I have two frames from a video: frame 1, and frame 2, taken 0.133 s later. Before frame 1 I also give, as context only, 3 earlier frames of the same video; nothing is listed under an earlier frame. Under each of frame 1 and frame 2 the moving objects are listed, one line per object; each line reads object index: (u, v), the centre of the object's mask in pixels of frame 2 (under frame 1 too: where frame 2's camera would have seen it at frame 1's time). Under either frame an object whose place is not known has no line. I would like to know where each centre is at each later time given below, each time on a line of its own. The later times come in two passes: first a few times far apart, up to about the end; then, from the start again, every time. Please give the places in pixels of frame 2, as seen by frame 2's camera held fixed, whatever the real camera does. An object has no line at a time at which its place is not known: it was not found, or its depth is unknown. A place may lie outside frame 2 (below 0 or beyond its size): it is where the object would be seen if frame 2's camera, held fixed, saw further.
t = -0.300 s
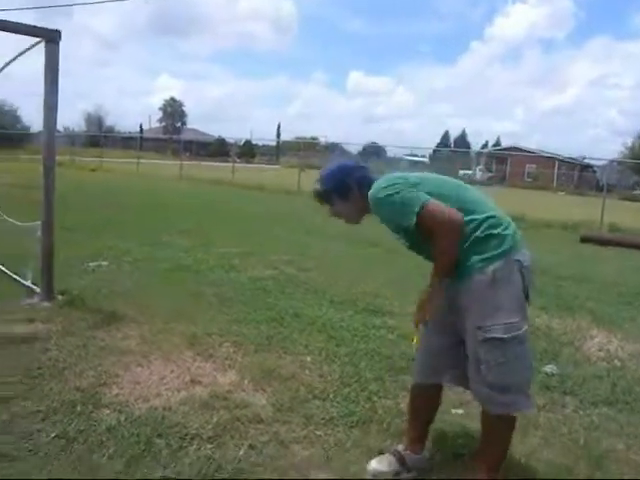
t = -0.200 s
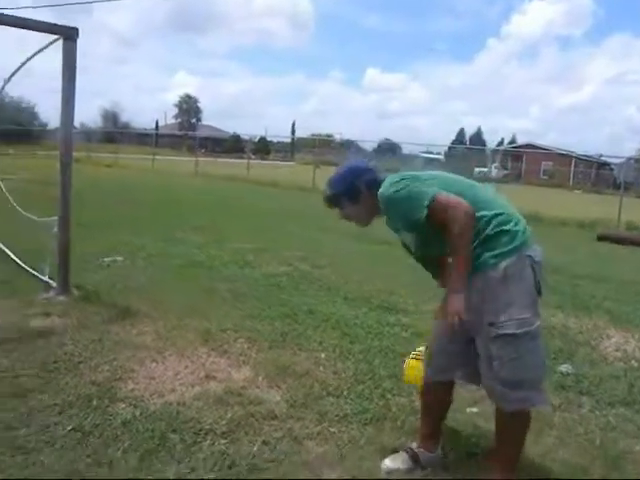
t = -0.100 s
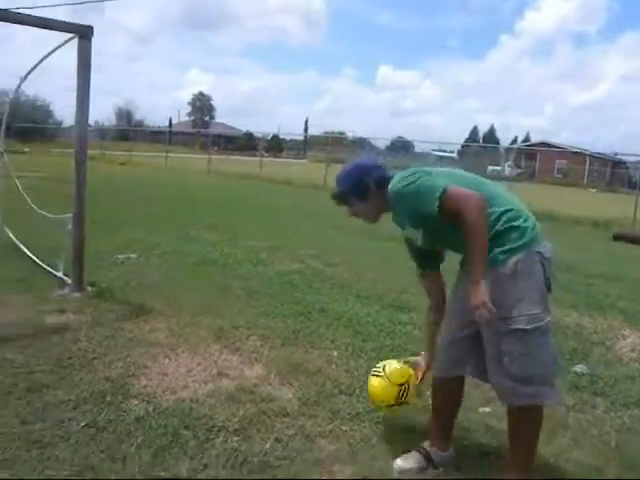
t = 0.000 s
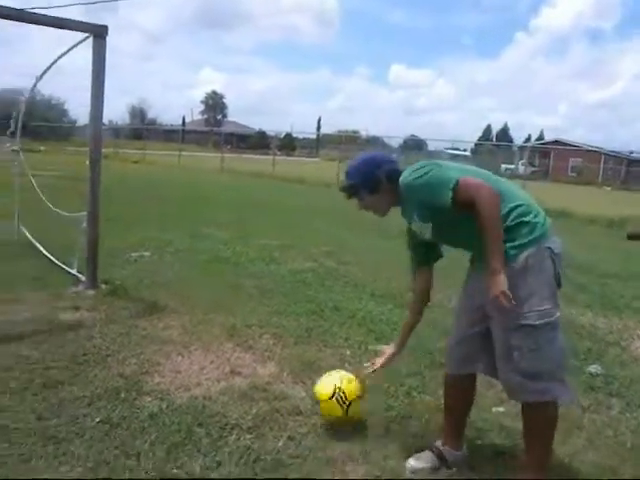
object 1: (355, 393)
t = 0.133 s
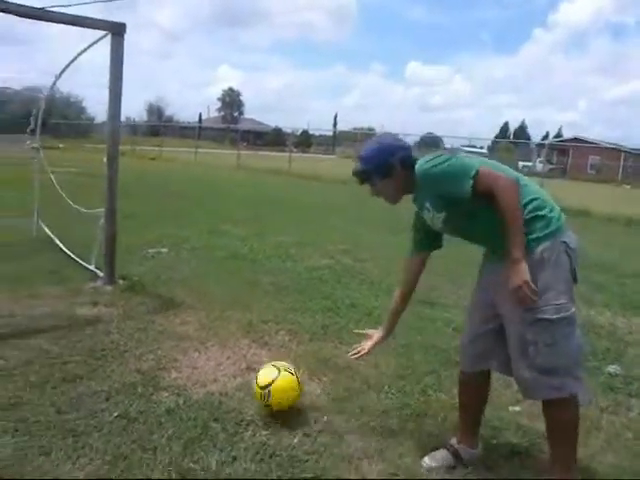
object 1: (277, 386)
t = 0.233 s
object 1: (228, 385)
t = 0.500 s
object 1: (113, 372)
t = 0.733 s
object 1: (34, 363)
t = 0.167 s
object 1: (261, 384)
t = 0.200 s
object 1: (245, 383)
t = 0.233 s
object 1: (228, 385)
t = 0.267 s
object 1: (212, 387)
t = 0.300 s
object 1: (198, 385)
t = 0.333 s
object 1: (182, 380)
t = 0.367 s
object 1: (168, 376)
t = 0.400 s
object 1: (154, 375)
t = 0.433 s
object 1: (139, 375)
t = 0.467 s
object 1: (125, 377)
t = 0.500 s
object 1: (113, 372)
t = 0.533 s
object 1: (100, 368)
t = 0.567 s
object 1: (89, 365)
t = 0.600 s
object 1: (79, 363)
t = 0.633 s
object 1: (67, 363)
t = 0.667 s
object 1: (56, 365)
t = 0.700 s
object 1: (45, 365)
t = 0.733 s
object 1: (34, 363)
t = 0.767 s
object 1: (23, 359)
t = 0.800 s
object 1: (13, 358)
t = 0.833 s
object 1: (2, 358)
